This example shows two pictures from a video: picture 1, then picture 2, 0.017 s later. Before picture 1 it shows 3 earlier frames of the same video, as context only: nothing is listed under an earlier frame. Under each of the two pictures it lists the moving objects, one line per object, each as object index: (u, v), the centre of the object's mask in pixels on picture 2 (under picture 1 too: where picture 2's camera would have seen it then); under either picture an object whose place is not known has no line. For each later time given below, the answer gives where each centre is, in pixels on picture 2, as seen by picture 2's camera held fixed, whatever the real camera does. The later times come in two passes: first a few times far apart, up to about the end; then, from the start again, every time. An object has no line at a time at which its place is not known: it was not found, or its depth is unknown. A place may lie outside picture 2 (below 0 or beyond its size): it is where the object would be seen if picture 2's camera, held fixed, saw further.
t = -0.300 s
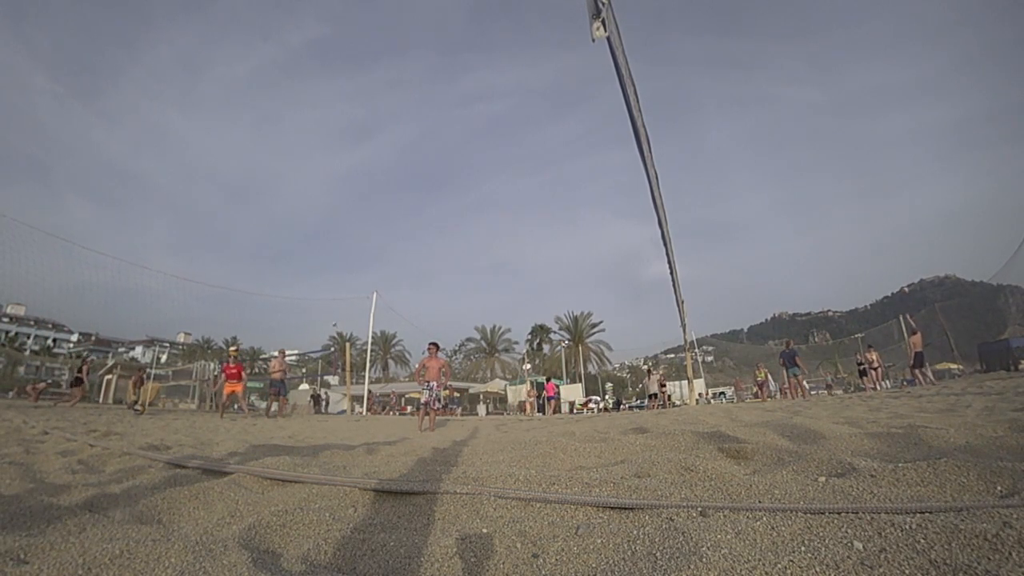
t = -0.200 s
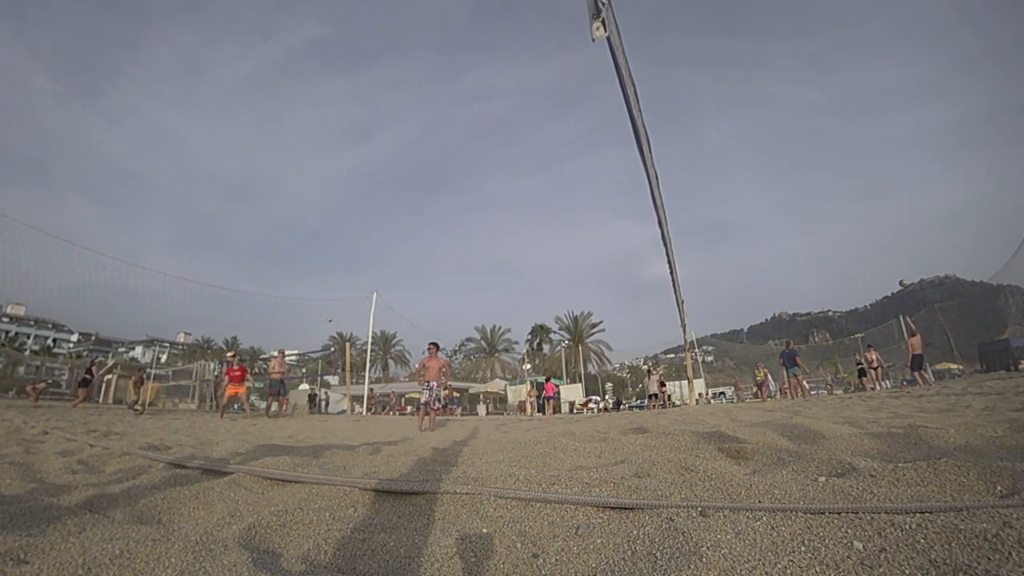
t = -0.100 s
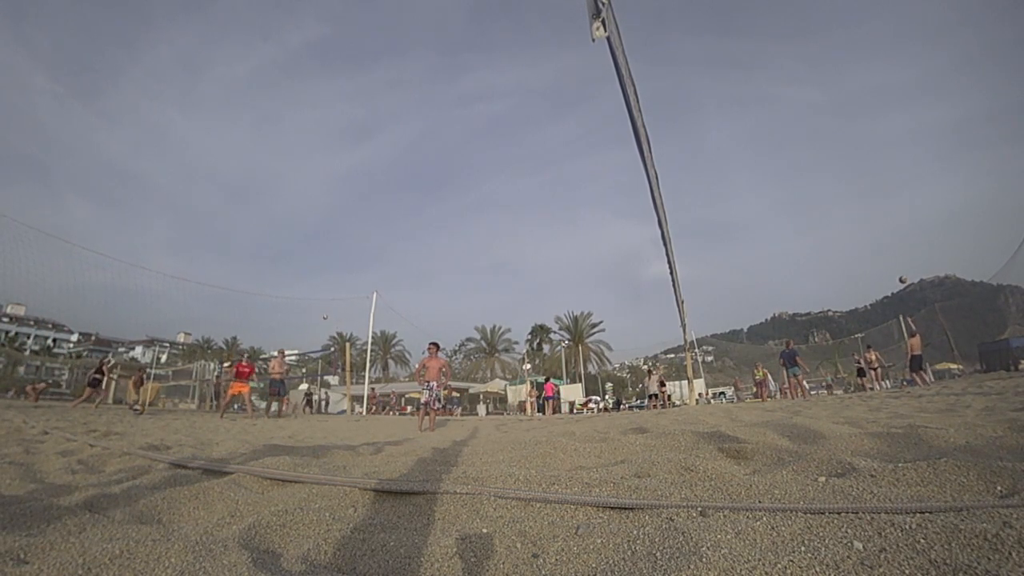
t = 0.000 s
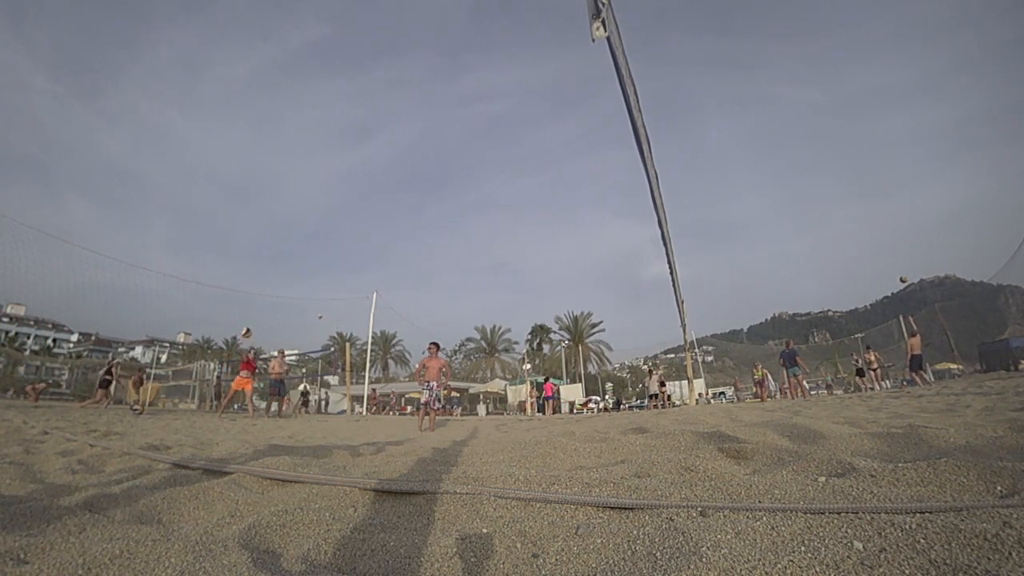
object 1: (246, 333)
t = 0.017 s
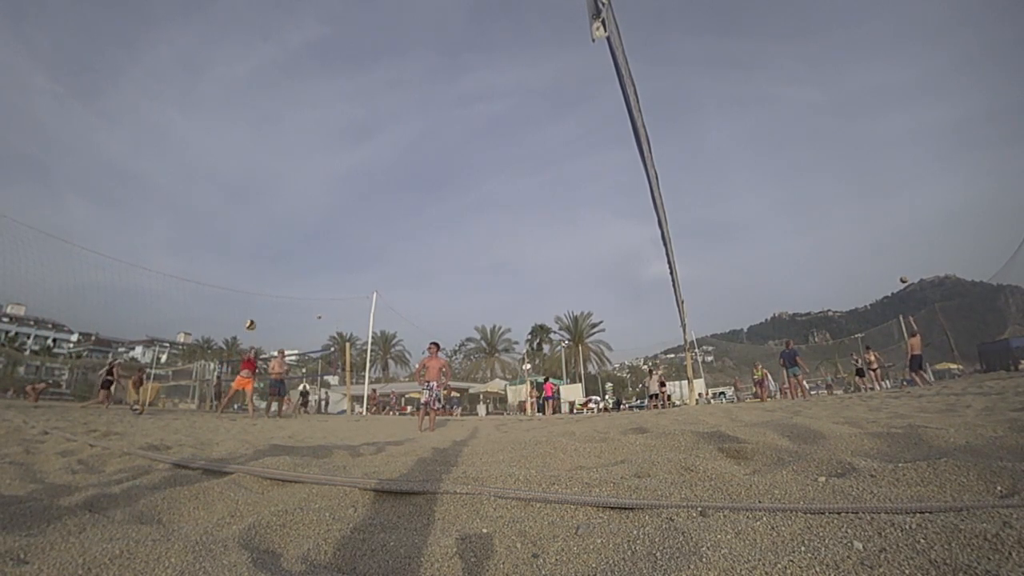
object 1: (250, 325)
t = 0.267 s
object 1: (317, 217)
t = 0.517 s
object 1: (385, 133)
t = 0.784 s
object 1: (460, 71)
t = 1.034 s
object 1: (541, 36)
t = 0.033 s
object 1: (254, 317)
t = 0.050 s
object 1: (259, 309)
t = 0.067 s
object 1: (263, 301)
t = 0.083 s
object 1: (267, 294)
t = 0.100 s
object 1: (272, 286)
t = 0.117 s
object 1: (276, 279)
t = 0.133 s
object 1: (281, 271)
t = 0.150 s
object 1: (286, 264)
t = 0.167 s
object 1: (290, 257)
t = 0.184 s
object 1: (295, 250)
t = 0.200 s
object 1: (299, 243)
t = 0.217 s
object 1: (304, 237)
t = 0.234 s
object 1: (309, 230)
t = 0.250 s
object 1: (313, 223)
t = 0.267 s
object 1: (317, 217)
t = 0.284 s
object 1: (322, 211)
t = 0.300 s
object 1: (326, 204)
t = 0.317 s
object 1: (331, 198)
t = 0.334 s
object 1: (335, 192)
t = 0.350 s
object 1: (340, 186)
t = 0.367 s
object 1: (344, 180)
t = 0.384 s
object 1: (349, 174)
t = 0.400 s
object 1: (353, 169)
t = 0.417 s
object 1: (358, 163)
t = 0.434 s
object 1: (362, 158)
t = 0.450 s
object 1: (367, 153)
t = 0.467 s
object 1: (371, 147)
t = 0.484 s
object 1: (376, 142)
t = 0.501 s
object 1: (381, 138)
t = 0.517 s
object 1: (385, 133)
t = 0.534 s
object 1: (390, 128)
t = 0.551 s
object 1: (395, 123)
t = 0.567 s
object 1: (399, 119)
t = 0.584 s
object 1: (404, 114)
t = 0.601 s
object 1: (408, 110)
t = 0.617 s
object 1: (413, 107)
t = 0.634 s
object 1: (417, 102)
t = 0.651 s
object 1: (422, 98)
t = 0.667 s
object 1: (426, 94)
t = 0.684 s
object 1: (431, 91)
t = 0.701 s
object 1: (436, 87)
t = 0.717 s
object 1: (441, 84)
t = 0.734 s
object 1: (445, 80)
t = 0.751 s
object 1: (451, 77)
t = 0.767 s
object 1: (455, 74)
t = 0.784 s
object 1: (460, 71)
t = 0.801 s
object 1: (465, 67)
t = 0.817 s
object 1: (470, 64)
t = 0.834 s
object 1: (475, 61)
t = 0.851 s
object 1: (480, 59)
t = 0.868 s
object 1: (485, 56)
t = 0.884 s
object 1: (490, 54)
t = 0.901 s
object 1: (496, 51)
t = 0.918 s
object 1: (501, 49)
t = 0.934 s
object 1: (507, 47)
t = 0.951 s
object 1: (512, 45)
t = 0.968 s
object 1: (517, 43)
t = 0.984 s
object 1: (524, 41)
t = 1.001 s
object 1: (529, 39)
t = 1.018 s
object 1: (535, 38)
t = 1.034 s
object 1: (541, 36)
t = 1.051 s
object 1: (547, 35)
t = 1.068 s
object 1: (554, 33)
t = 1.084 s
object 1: (560, 33)
